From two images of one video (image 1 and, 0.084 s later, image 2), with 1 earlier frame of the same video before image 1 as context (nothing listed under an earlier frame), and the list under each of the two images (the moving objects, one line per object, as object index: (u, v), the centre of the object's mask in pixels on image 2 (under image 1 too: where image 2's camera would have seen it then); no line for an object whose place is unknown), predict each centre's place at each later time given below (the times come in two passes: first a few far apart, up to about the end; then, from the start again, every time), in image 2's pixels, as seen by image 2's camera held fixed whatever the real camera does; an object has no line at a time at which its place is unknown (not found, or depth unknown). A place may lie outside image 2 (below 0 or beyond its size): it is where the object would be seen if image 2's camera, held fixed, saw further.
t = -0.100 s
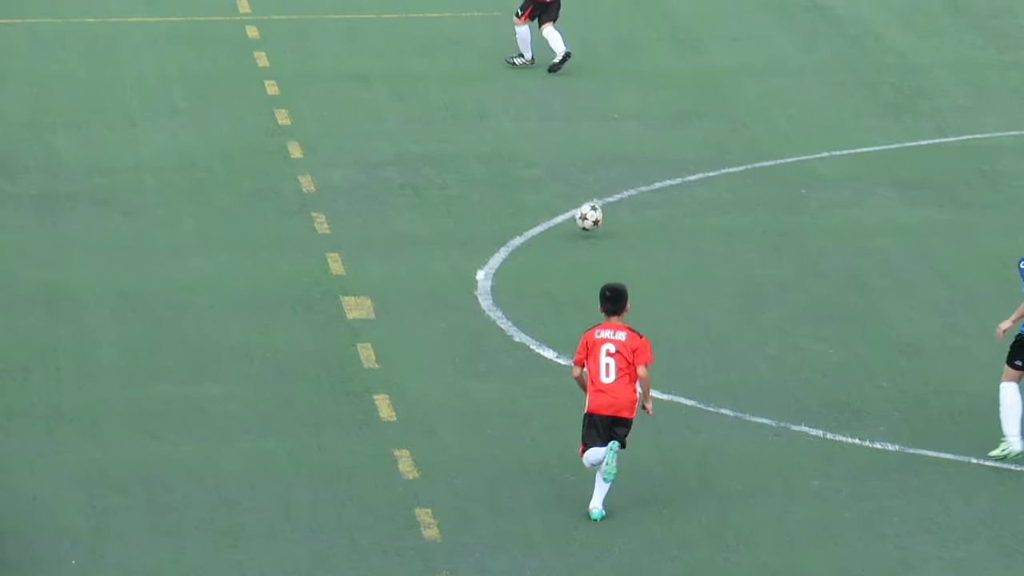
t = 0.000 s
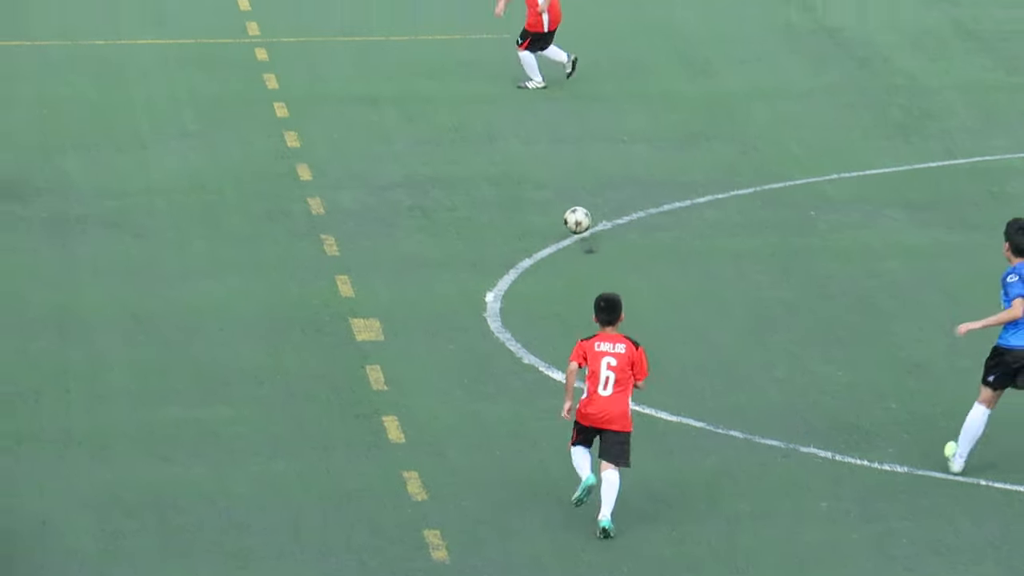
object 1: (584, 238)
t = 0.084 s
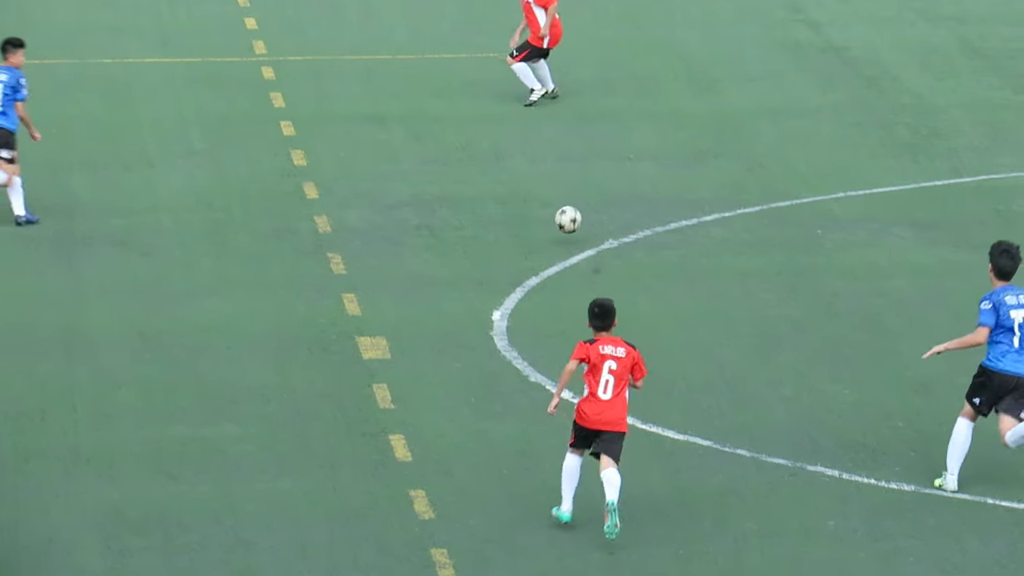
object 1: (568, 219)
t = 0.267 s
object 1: (536, 203)
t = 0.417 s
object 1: (510, 184)
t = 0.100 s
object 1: (565, 217)
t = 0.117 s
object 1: (562, 215)
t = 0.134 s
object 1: (559, 213)
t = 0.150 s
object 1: (556, 212)
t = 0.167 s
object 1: (553, 212)
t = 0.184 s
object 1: (550, 211)
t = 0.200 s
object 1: (547, 211)
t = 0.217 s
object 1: (544, 211)
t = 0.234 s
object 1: (541, 210)
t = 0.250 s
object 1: (538, 207)
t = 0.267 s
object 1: (536, 203)
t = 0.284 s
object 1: (533, 199)
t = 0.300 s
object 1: (530, 196)
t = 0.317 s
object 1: (527, 193)
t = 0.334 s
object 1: (524, 190)
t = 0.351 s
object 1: (521, 189)
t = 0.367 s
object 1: (519, 187)
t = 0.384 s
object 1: (515, 186)
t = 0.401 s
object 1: (513, 184)
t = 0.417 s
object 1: (510, 184)
